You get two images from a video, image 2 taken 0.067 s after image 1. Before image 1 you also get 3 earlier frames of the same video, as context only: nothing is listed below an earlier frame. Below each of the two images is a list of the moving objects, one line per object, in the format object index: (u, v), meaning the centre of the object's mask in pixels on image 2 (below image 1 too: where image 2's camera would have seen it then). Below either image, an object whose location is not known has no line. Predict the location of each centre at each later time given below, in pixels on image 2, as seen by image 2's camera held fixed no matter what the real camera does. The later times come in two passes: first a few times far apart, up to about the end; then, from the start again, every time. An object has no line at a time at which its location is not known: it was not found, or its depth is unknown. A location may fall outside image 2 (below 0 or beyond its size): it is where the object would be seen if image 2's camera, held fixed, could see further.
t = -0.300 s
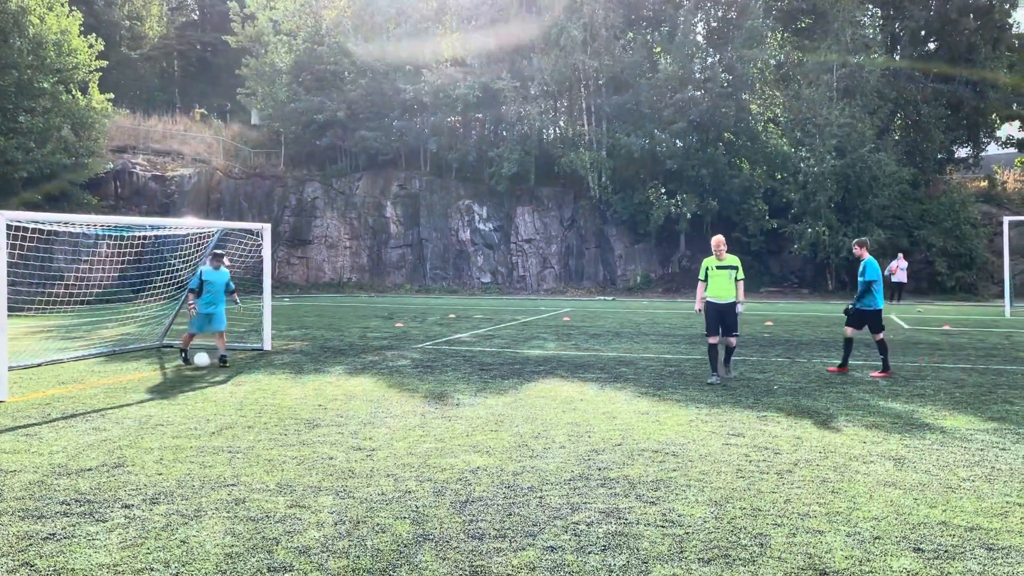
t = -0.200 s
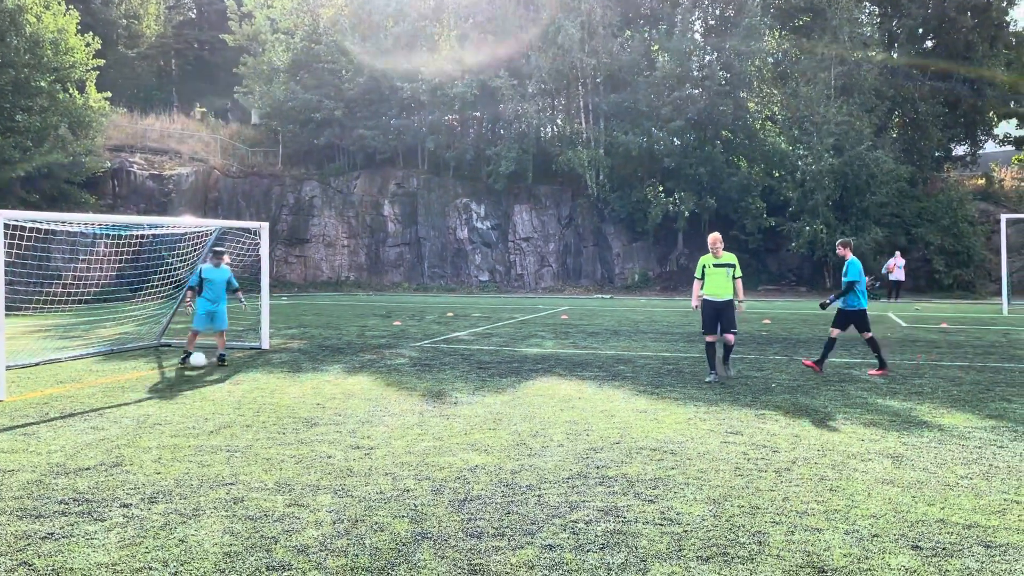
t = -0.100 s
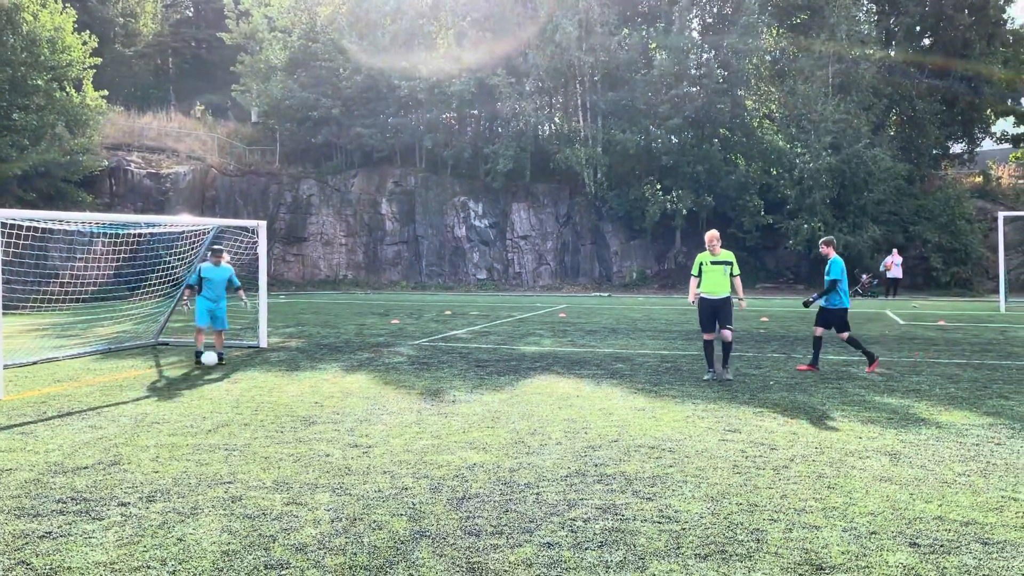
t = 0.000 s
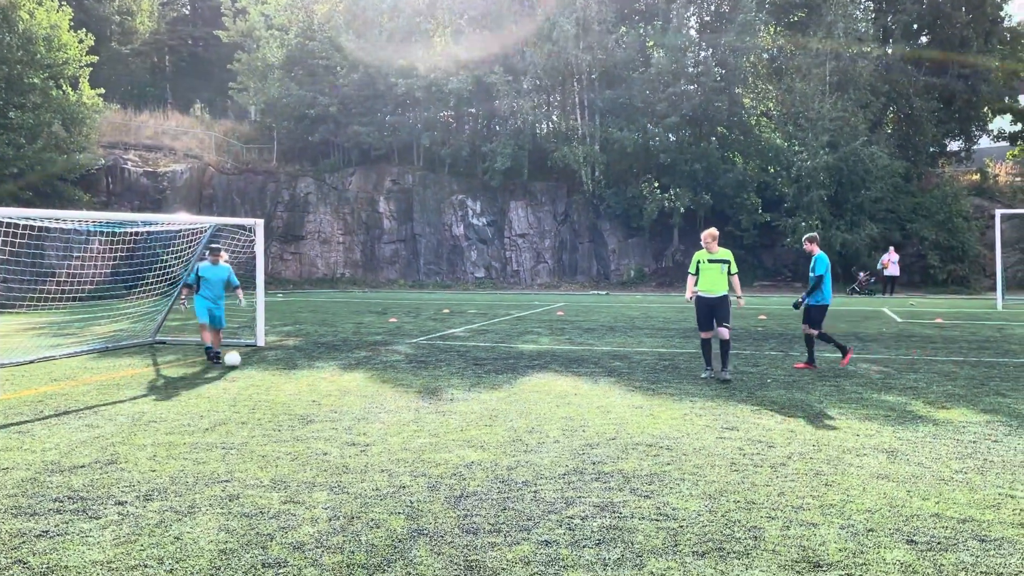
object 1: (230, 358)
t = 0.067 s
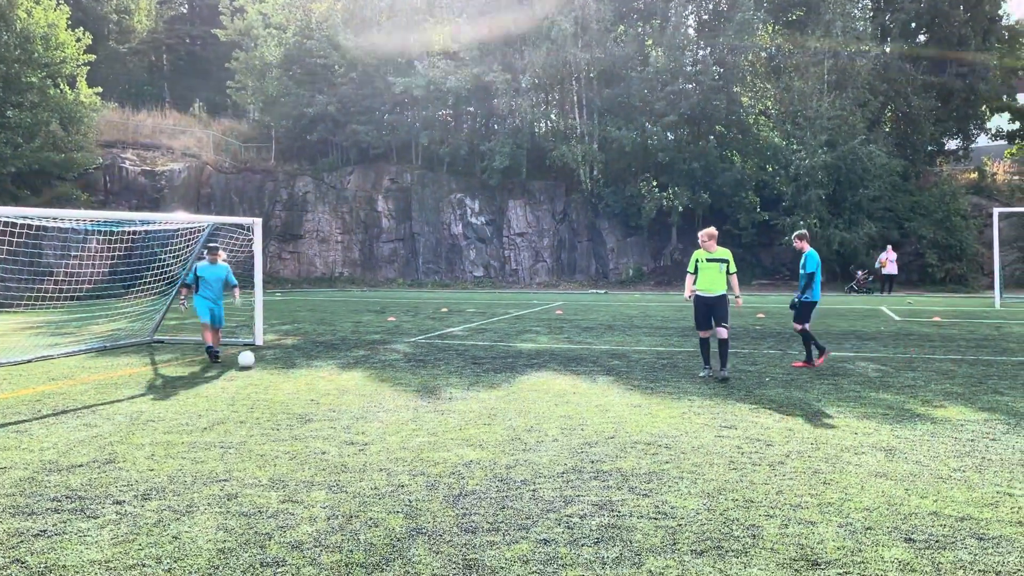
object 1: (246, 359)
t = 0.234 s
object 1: (277, 361)
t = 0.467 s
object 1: (313, 363)
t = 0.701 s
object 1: (348, 365)
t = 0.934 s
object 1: (382, 367)
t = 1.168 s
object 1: (415, 369)
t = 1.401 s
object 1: (448, 371)
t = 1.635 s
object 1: (480, 373)
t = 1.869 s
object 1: (511, 375)
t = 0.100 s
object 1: (253, 359)
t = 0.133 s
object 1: (259, 360)
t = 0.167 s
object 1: (266, 360)
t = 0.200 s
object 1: (272, 361)
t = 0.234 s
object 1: (277, 361)
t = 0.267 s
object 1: (283, 360)
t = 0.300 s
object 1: (288, 362)
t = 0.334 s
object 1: (293, 362)
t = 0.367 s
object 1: (298, 362)
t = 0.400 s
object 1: (303, 362)
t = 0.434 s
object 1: (309, 363)
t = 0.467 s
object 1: (313, 363)
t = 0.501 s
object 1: (318, 363)
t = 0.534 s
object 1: (323, 364)
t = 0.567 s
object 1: (328, 364)
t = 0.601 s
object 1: (333, 364)
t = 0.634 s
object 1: (338, 365)
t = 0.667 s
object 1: (343, 365)
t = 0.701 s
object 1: (348, 365)
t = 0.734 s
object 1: (353, 366)
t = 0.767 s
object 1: (358, 366)
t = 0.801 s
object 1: (363, 366)
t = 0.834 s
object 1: (368, 366)
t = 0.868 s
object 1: (373, 367)
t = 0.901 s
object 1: (377, 367)
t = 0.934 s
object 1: (382, 367)
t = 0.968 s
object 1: (387, 367)
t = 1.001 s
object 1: (391, 368)
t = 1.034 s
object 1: (396, 368)
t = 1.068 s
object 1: (401, 369)
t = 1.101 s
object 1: (406, 369)
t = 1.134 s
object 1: (410, 369)
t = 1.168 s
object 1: (415, 369)
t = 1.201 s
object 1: (420, 370)
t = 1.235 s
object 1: (425, 370)
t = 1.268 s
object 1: (430, 370)
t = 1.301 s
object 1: (435, 370)
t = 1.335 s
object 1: (439, 370)
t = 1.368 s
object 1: (444, 372)
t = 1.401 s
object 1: (448, 371)
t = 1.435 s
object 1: (453, 371)
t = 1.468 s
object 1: (457, 373)
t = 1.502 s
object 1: (462, 372)
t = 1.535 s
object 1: (467, 372)
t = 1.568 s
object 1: (471, 373)
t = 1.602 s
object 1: (476, 373)
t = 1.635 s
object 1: (480, 373)
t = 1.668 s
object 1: (485, 375)
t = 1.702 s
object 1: (489, 375)
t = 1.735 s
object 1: (494, 375)
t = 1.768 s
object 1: (498, 375)
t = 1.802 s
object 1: (503, 375)
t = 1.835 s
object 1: (506, 375)
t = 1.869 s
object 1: (511, 375)
